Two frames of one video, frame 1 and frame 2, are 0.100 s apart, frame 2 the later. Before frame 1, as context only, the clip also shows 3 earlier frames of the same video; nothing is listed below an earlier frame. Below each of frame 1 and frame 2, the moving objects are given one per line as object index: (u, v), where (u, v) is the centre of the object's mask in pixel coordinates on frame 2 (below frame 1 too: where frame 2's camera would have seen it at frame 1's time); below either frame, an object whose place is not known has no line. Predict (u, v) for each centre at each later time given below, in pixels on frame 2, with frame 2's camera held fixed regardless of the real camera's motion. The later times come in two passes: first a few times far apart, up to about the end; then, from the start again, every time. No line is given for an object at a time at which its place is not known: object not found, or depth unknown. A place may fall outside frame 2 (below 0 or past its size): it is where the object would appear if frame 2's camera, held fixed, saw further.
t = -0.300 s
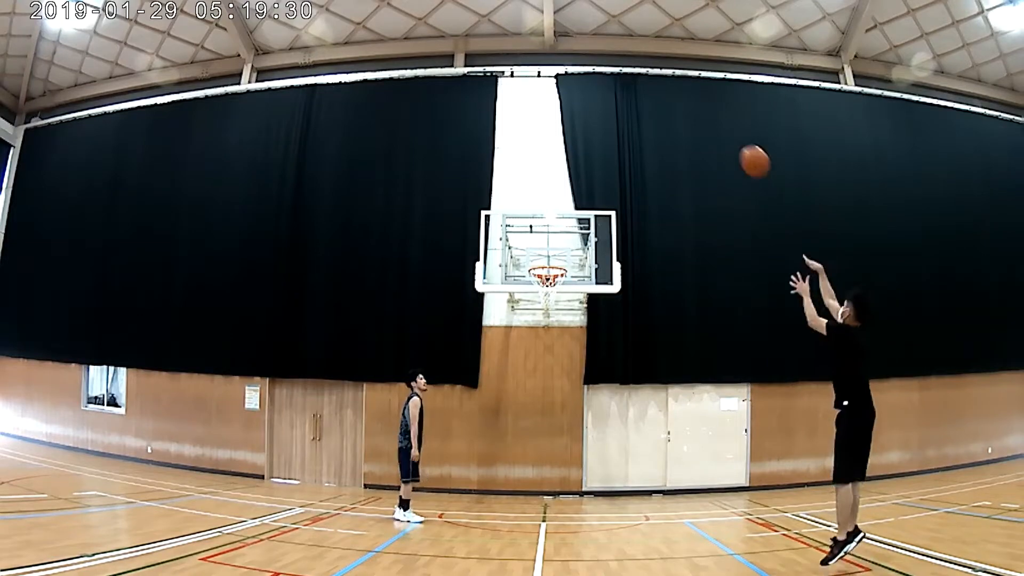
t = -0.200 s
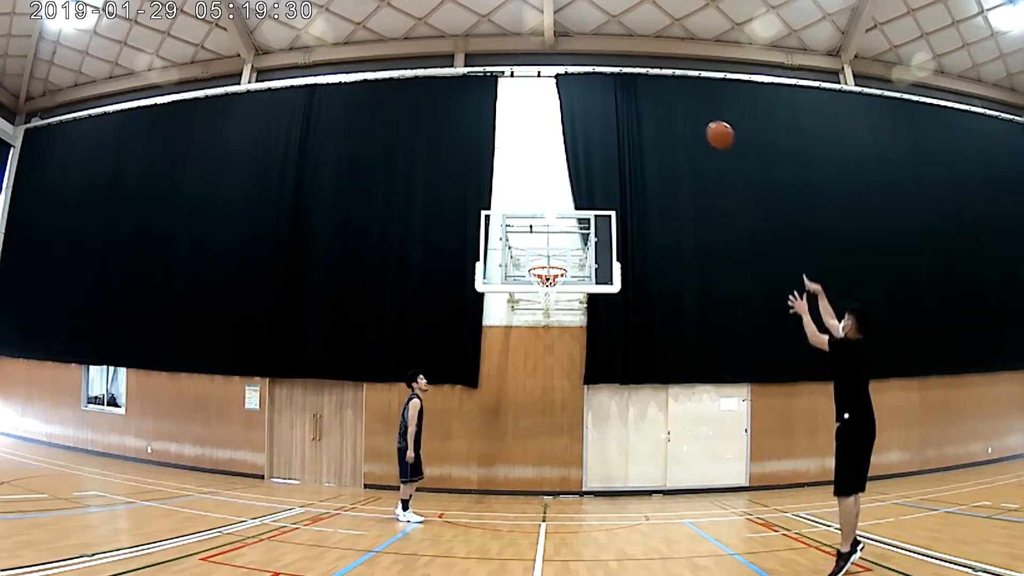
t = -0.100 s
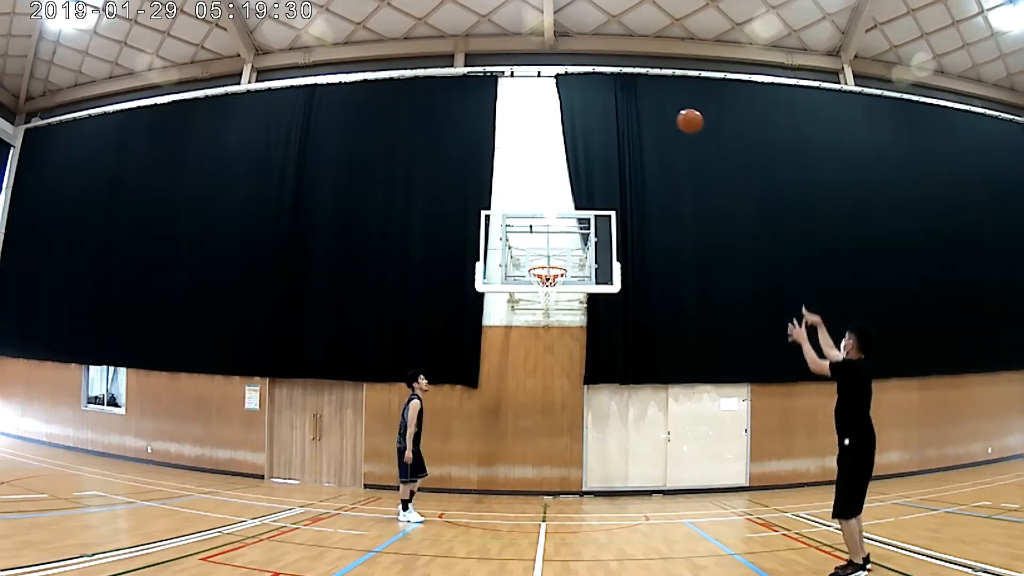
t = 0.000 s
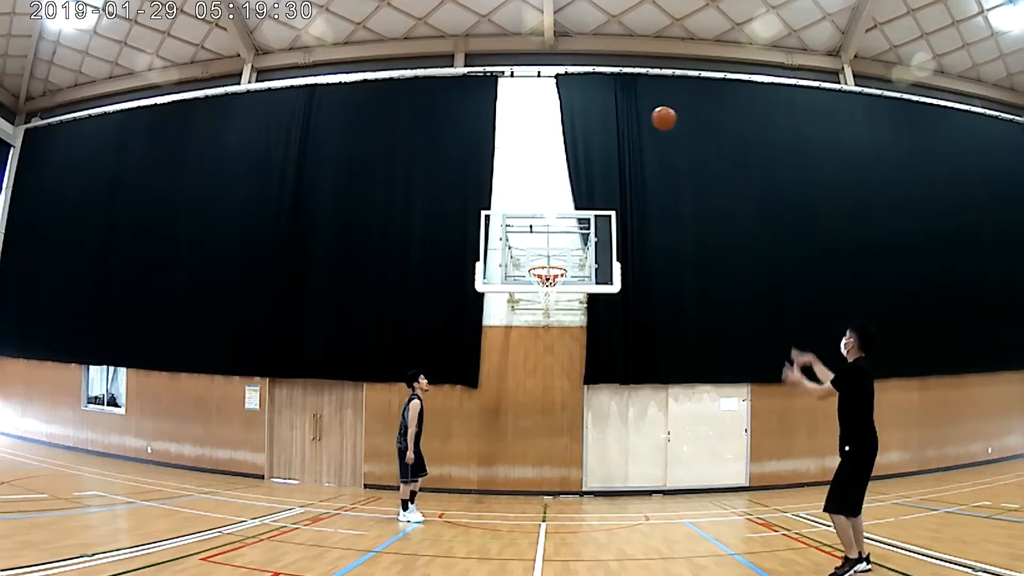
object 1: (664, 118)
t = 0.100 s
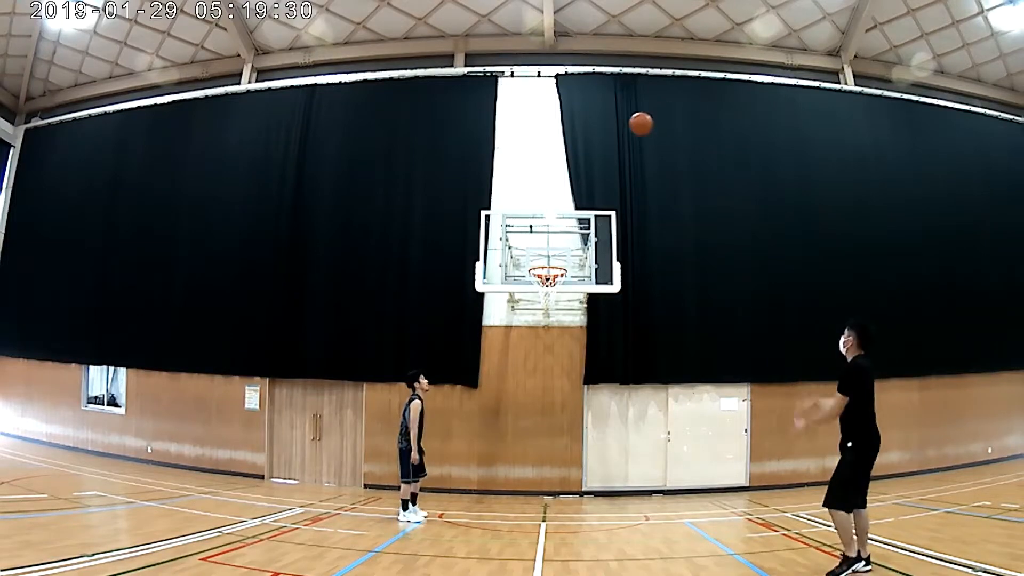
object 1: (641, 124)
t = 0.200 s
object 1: (620, 137)
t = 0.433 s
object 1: (579, 193)
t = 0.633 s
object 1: (546, 267)
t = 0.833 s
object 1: (537, 306)
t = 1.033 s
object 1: (533, 356)
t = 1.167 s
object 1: (530, 404)
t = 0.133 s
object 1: (634, 127)
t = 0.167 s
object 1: (627, 132)
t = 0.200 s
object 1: (620, 137)
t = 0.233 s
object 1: (614, 143)
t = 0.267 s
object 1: (607, 150)
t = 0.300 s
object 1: (601, 157)
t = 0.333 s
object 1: (595, 165)
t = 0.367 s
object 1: (590, 174)
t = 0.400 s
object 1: (583, 184)
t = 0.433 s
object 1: (579, 193)
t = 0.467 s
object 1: (573, 204)
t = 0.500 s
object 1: (567, 216)
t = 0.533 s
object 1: (562, 228)
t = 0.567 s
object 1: (556, 241)
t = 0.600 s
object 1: (552, 254)
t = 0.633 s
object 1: (546, 267)
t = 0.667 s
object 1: (541, 281)
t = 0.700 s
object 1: (540, 288)
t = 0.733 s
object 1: (539, 291)
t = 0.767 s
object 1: (538, 296)
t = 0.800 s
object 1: (537, 301)
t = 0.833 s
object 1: (537, 306)
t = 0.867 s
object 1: (536, 313)
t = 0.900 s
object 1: (536, 320)
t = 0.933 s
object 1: (535, 328)
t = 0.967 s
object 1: (534, 337)
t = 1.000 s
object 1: (533, 347)
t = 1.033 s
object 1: (533, 356)
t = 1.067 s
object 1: (532, 368)
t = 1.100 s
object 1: (532, 381)
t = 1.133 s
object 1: (531, 392)
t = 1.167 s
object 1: (530, 404)
